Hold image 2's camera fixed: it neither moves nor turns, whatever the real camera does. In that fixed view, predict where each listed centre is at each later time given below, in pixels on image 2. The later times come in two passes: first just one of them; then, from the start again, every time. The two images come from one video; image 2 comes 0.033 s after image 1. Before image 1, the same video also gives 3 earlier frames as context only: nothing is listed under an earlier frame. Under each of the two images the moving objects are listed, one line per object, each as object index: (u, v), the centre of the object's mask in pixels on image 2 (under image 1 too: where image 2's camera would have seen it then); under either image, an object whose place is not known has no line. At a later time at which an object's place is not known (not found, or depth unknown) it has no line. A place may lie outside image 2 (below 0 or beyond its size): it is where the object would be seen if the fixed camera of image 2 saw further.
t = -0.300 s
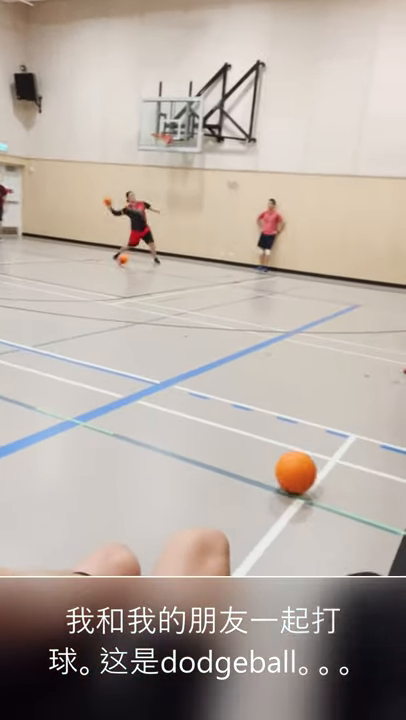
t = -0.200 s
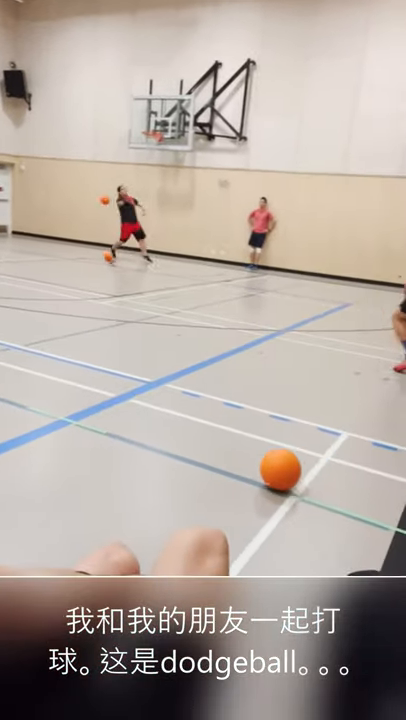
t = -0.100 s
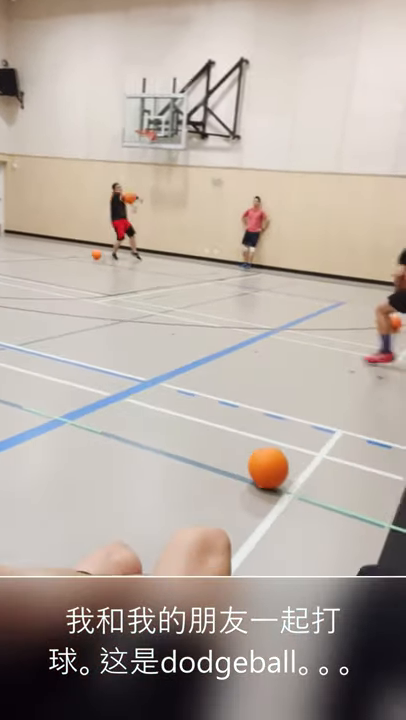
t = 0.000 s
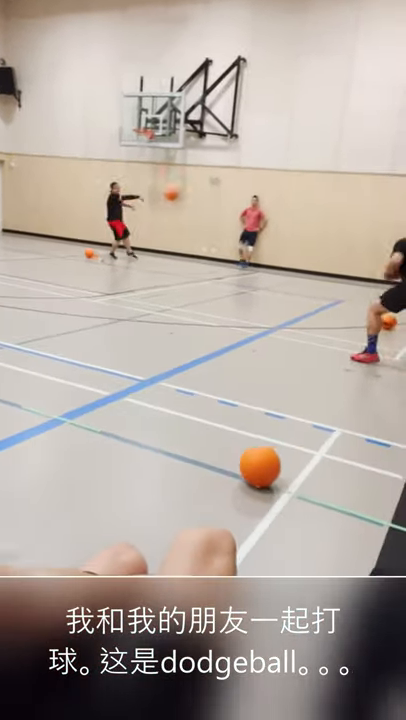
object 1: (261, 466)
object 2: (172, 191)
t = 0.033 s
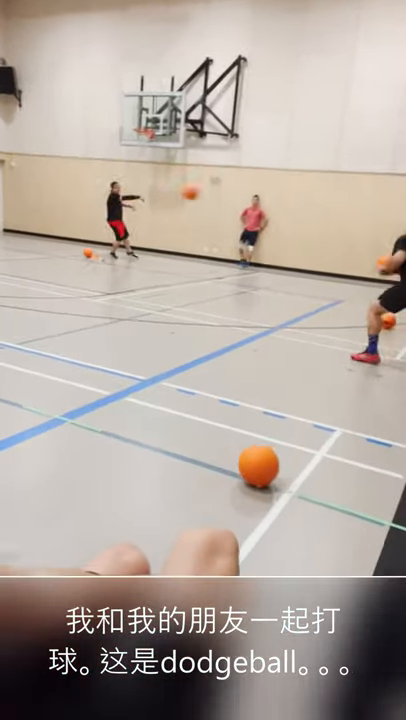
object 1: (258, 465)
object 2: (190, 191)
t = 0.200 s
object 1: (247, 466)
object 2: (338, 183)
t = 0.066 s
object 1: (256, 465)
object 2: (212, 191)
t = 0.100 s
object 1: (254, 465)
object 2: (236, 189)
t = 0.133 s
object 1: (251, 465)
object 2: (265, 188)
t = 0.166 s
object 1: (249, 466)
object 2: (298, 186)
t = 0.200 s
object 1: (247, 466)
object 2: (338, 183)
